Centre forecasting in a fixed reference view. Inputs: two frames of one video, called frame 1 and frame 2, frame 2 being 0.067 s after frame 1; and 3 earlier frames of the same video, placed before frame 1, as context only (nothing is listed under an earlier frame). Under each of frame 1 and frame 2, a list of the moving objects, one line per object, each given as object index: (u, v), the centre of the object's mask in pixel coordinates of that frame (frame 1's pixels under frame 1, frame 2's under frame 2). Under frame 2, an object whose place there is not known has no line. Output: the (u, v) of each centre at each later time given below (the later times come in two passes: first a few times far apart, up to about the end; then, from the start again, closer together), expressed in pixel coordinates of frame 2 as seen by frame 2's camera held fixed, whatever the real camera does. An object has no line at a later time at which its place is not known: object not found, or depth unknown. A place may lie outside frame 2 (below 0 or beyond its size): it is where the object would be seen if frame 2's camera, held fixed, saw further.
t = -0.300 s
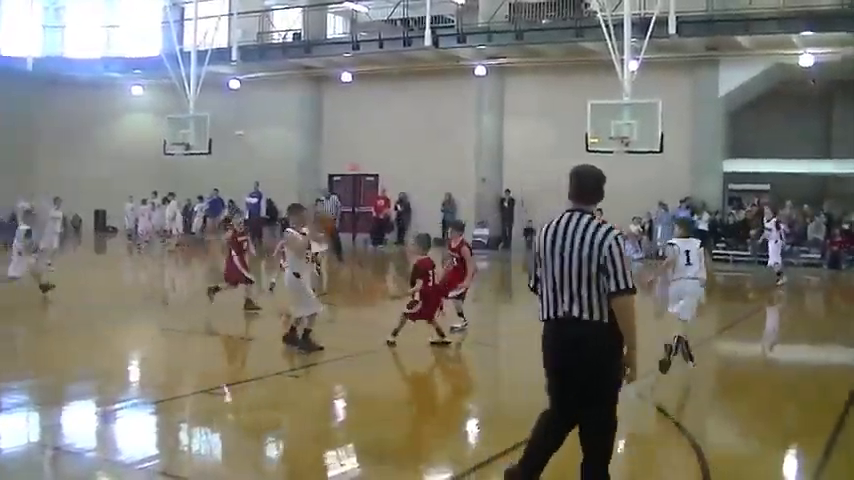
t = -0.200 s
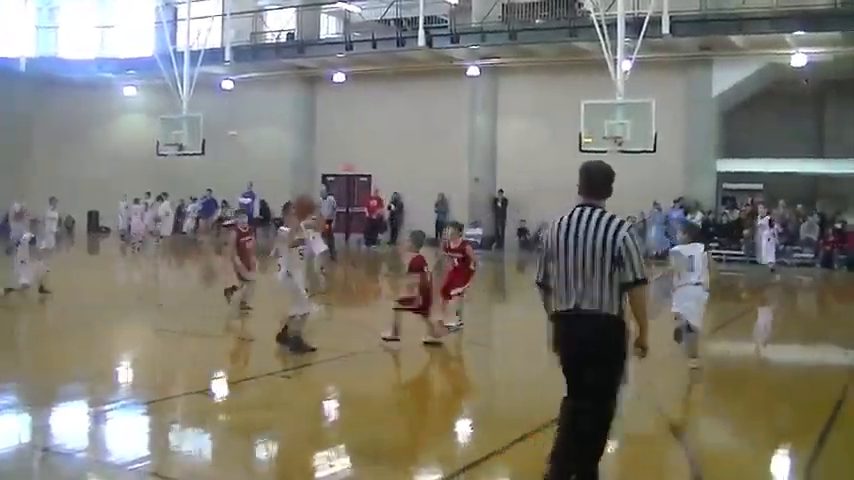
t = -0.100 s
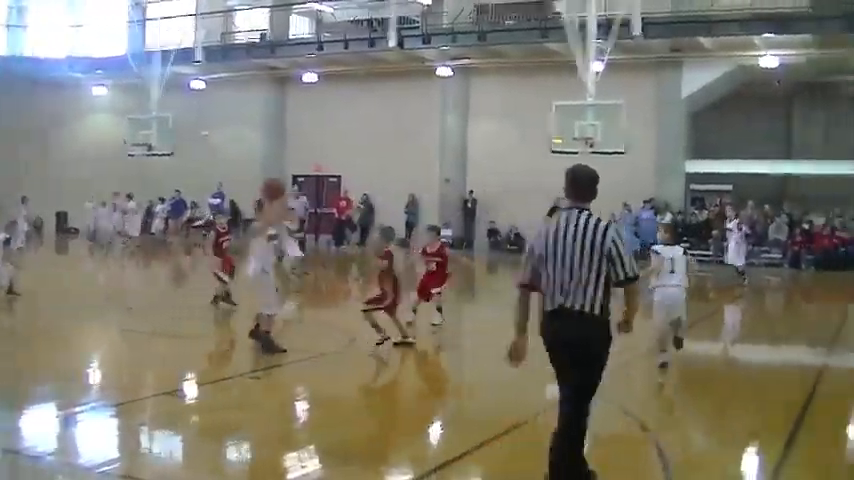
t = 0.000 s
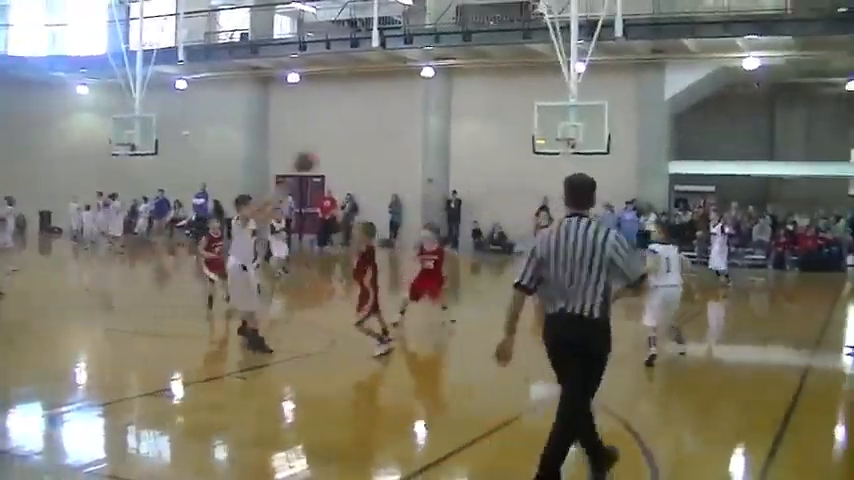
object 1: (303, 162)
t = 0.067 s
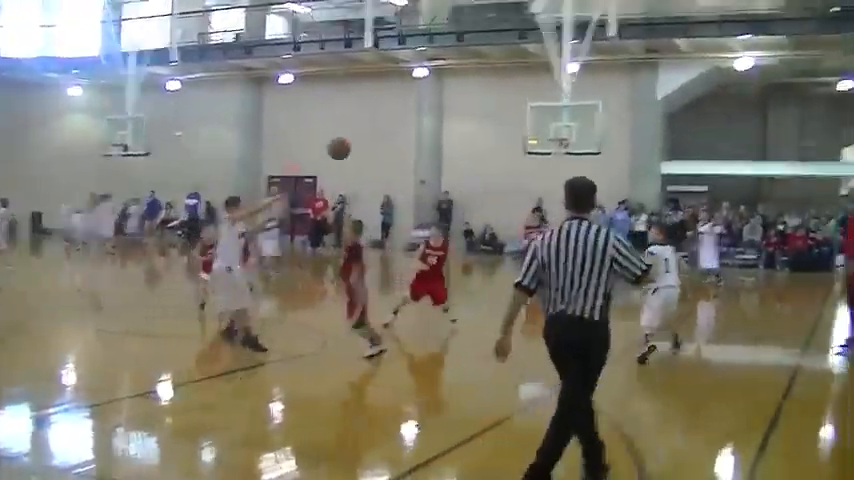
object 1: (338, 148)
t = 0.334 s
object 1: (493, 143)
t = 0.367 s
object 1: (511, 147)
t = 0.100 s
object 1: (358, 144)
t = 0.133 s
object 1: (378, 140)
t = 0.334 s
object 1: (493, 143)
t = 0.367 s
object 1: (511, 147)
